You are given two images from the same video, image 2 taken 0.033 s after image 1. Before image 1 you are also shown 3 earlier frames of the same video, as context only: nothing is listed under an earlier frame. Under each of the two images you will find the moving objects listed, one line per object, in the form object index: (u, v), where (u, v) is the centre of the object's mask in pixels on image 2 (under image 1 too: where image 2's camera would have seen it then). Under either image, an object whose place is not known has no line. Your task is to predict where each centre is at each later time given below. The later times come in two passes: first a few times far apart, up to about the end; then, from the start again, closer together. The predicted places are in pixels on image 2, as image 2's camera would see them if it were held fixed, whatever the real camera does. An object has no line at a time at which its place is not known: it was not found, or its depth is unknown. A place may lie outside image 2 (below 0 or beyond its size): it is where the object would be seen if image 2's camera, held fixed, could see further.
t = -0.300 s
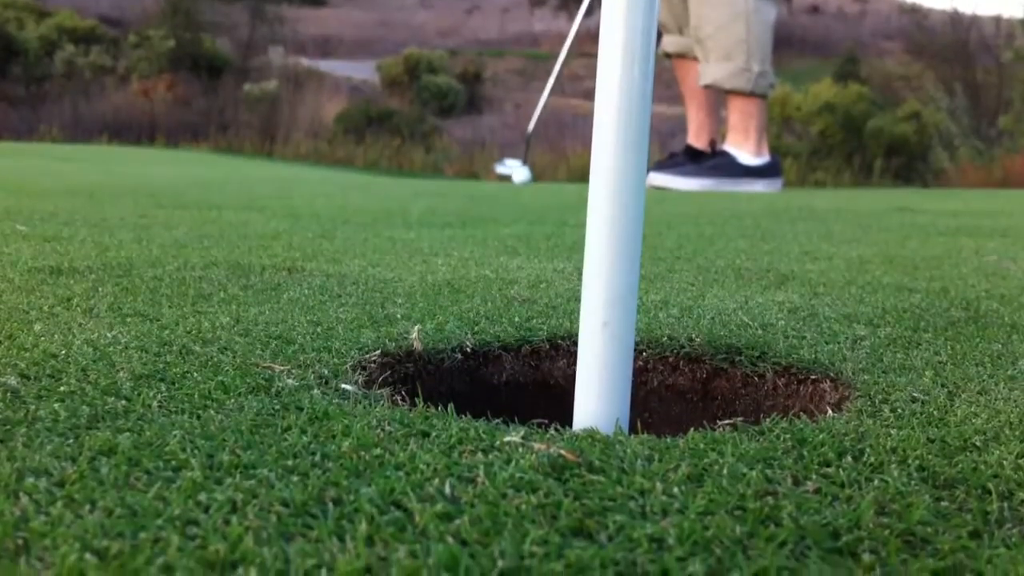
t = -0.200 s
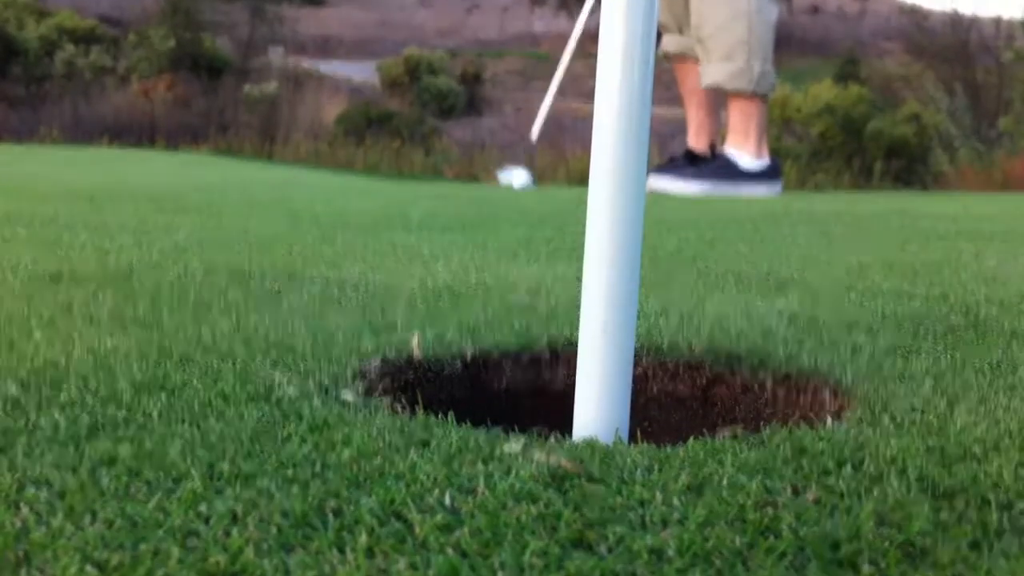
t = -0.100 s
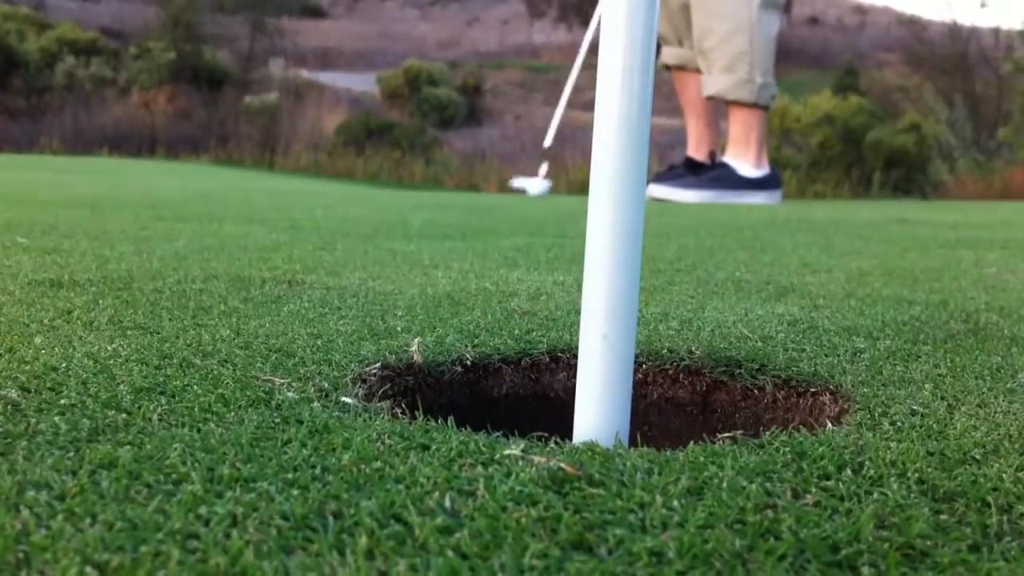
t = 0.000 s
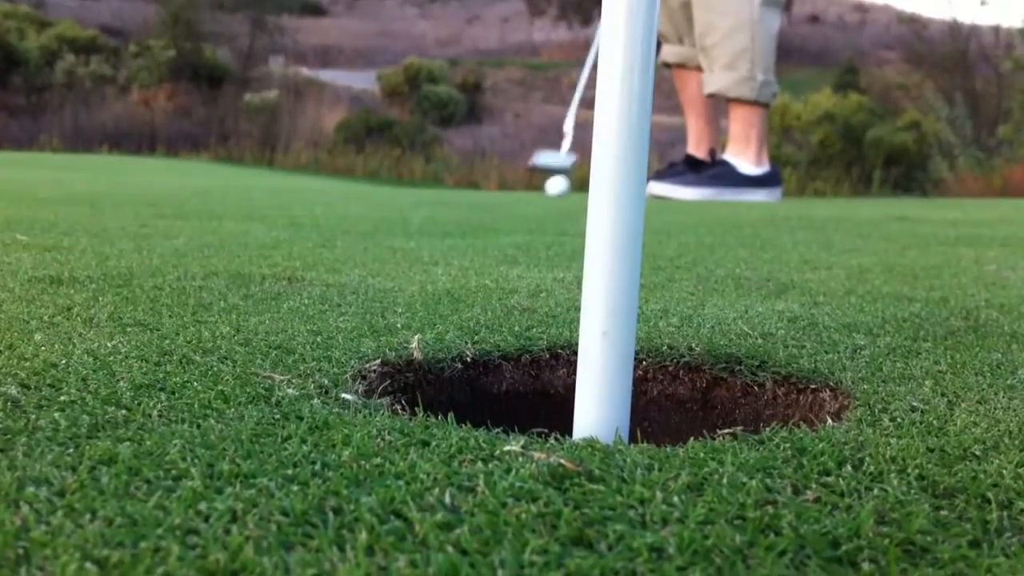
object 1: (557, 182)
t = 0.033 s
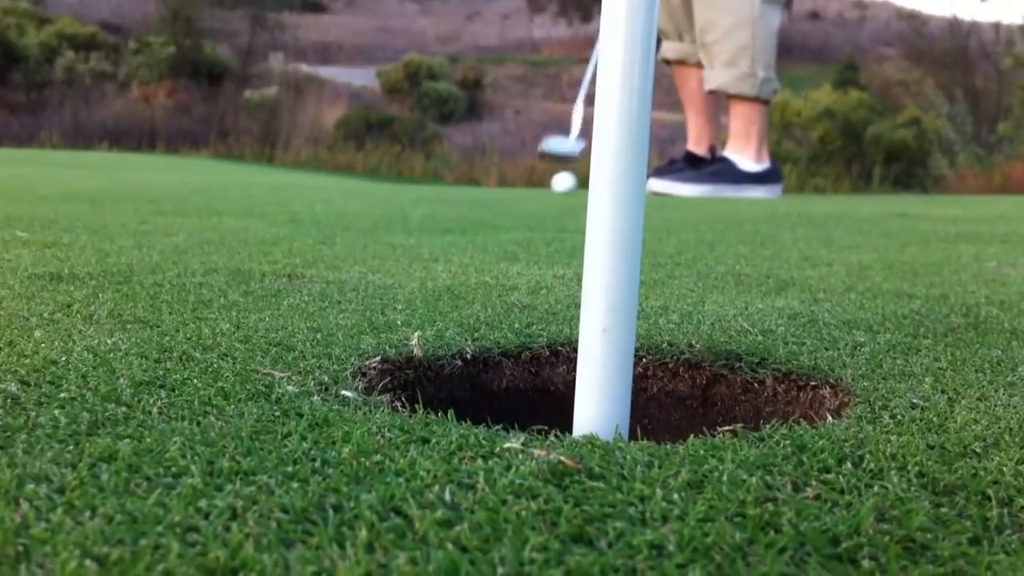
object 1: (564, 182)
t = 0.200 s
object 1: (586, 186)
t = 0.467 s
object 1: (657, 195)
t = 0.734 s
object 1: (713, 205)
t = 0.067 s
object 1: (570, 183)
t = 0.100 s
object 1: (576, 183)
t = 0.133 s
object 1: (580, 183)
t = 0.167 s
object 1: (584, 183)
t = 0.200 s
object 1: (586, 186)
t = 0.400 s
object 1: (649, 194)
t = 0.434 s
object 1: (654, 192)
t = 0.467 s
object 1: (657, 195)
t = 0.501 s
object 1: (661, 195)
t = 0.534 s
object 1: (666, 196)
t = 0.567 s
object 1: (674, 199)
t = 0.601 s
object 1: (682, 200)
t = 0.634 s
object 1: (690, 202)
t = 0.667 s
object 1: (698, 201)
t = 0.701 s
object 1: (706, 203)
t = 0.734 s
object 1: (713, 205)
